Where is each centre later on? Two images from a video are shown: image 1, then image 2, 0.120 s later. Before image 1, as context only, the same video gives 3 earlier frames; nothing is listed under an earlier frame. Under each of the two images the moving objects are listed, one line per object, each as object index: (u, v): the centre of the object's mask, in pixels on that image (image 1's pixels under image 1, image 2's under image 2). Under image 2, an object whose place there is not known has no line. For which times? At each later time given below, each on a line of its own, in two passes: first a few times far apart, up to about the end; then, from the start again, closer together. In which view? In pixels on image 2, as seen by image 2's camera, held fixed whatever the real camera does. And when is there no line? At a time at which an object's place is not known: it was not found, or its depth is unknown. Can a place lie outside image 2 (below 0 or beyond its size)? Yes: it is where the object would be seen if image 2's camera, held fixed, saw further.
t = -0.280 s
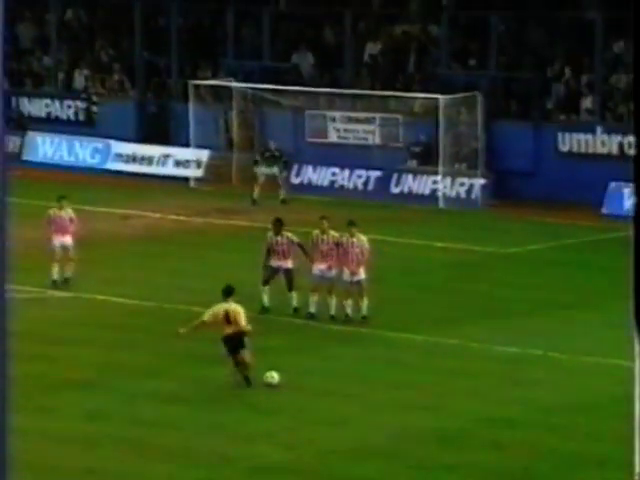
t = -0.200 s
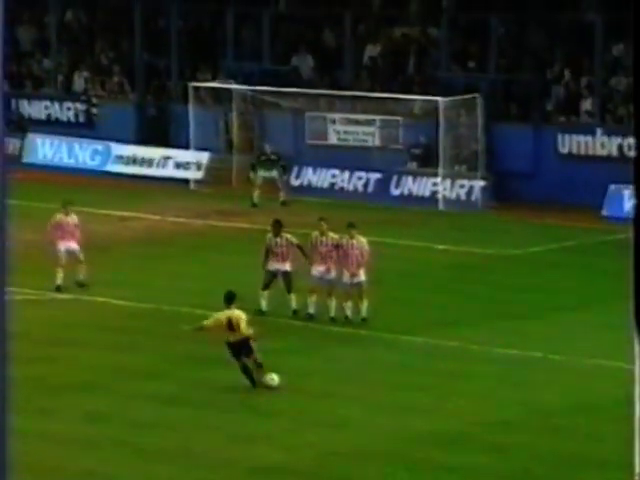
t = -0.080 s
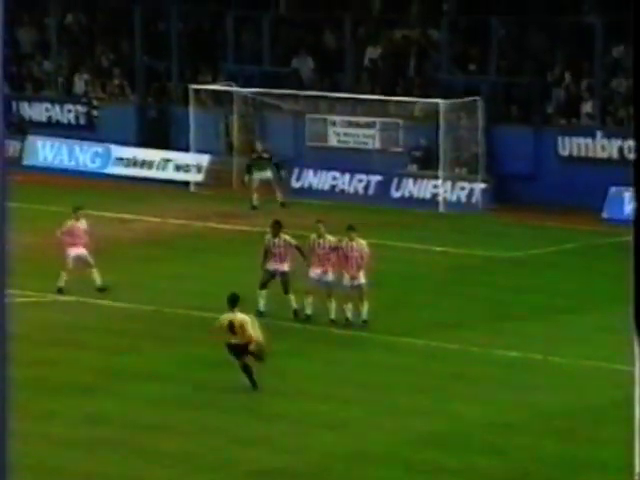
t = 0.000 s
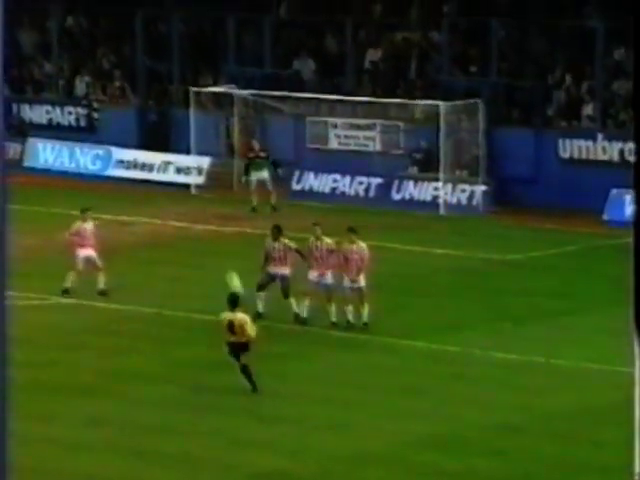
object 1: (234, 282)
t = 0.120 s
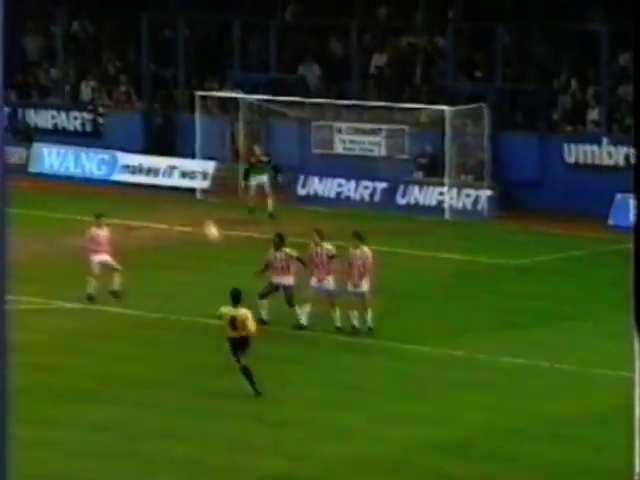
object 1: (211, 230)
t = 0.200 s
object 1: (192, 200)
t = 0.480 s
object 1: (126, 132)
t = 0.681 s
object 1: (81, 114)
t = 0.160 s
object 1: (202, 215)
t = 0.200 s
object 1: (192, 200)
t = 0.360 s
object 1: (155, 156)
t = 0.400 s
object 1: (145, 146)
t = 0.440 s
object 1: (135, 139)
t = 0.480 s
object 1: (126, 132)
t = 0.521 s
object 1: (116, 127)
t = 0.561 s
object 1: (107, 123)
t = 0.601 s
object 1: (99, 119)
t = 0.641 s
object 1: (89, 116)
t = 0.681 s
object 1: (81, 114)
